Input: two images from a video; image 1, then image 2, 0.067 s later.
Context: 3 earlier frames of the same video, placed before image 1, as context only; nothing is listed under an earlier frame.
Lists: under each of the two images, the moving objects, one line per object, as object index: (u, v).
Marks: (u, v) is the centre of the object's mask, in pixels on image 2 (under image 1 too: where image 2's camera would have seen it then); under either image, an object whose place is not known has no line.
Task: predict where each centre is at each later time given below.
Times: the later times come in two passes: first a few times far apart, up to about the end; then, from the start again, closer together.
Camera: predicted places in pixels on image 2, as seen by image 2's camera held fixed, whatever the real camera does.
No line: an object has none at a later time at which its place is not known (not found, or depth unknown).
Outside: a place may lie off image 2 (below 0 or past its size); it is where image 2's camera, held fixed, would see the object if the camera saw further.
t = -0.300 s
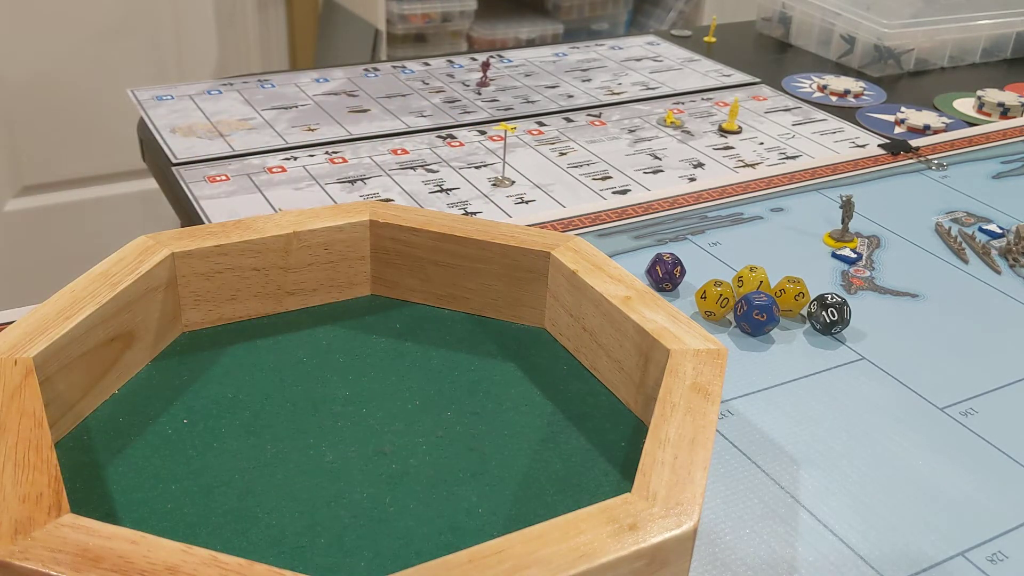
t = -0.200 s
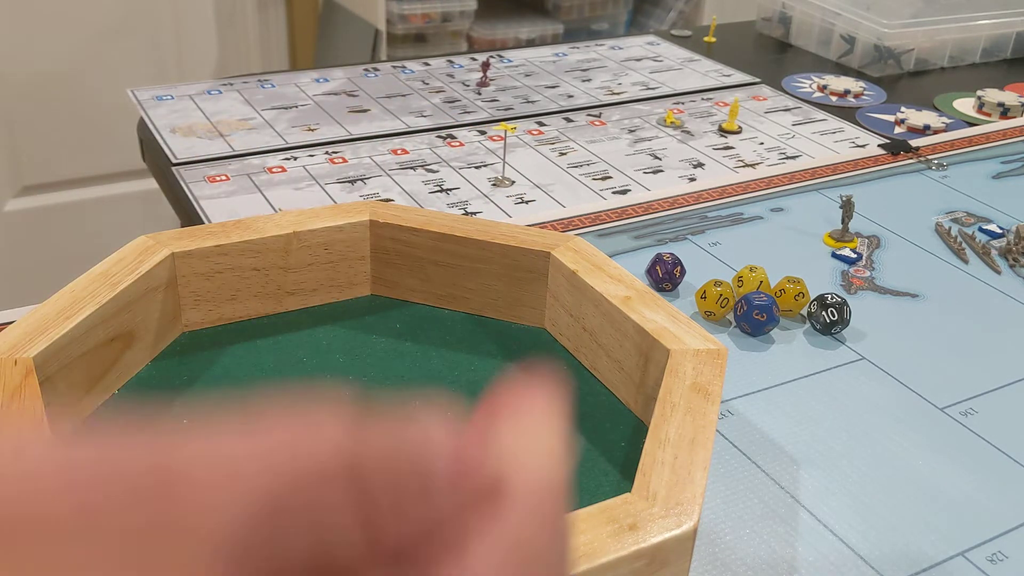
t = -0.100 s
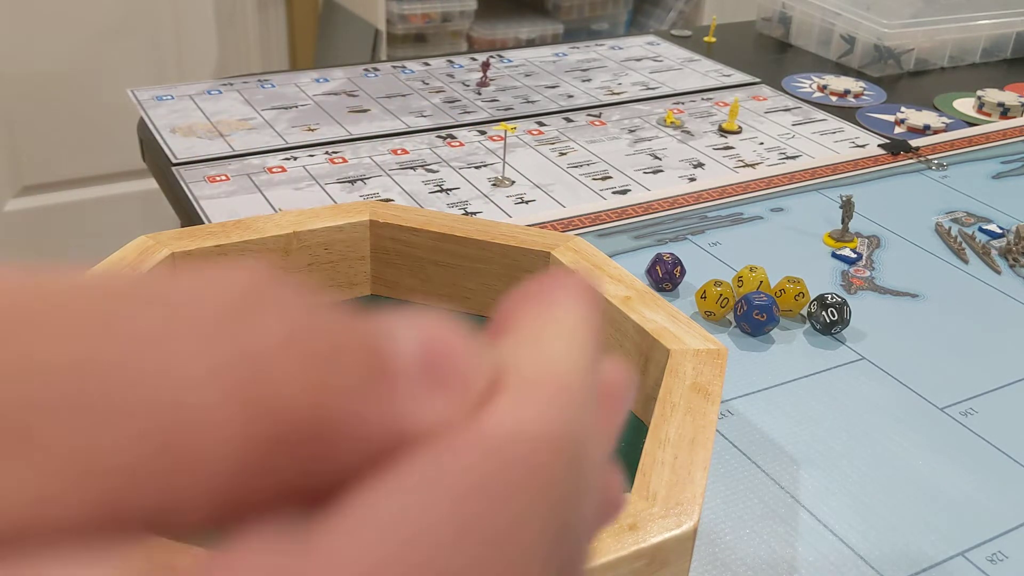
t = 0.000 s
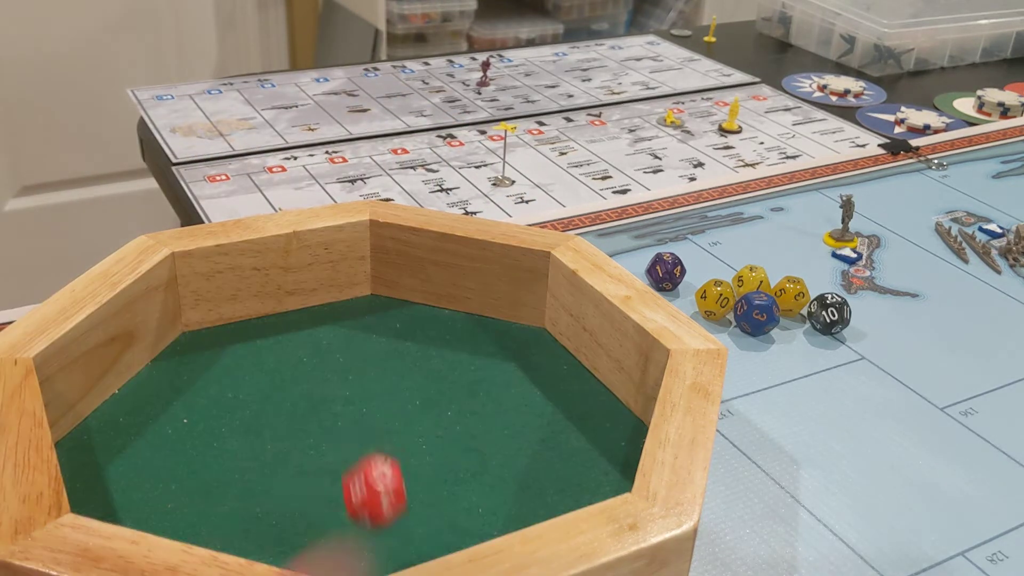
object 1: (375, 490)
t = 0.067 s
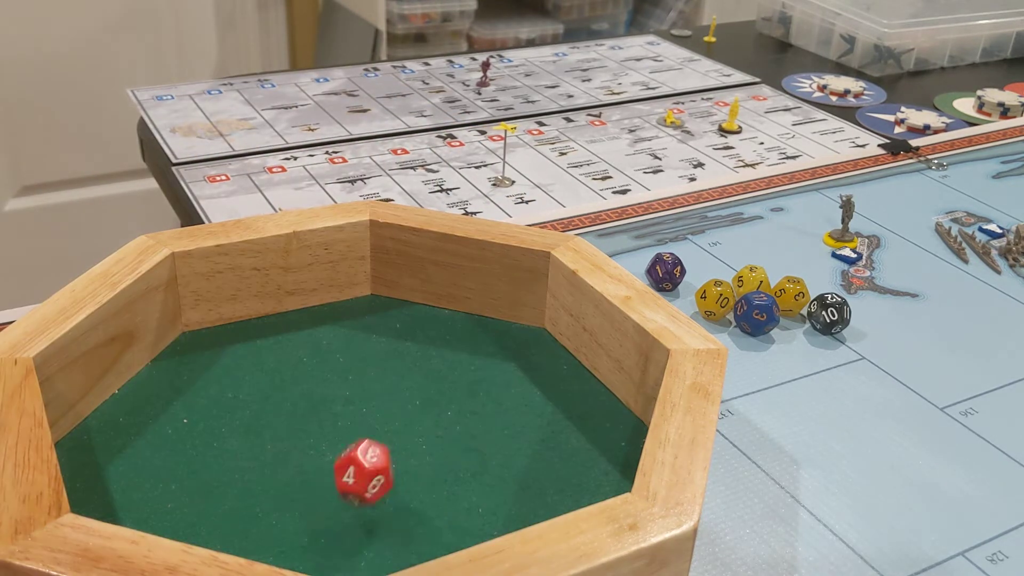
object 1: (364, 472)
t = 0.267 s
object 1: (285, 401)
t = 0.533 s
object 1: (238, 353)
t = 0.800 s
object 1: (235, 363)
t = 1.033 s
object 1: (235, 363)
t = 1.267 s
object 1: (235, 363)
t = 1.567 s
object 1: (235, 363)
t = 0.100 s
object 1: (355, 465)
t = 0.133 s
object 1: (342, 451)
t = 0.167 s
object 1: (326, 431)
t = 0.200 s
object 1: (312, 424)
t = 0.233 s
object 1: (297, 412)
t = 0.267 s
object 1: (285, 401)
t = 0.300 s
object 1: (277, 388)
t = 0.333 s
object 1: (267, 379)
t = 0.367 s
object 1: (258, 371)
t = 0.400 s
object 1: (250, 366)
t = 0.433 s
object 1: (244, 363)
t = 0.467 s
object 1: (239, 361)
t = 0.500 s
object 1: (237, 356)
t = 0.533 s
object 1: (238, 353)
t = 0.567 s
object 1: (238, 354)
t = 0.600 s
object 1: (239, 356)
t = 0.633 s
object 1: (238, 360)
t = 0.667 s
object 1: (233, 362)
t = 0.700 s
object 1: (230, 362)
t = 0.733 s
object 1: (232, 362)
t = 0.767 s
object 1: (236, 363)
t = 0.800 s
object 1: (235, 363)
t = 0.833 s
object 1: (234, 363)
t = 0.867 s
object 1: (235, 363)
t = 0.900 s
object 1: (235, 363)
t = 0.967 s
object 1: (235, 363)
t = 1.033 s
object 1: (235, 363)
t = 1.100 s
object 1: (235, 363)
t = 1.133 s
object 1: (235, 363)
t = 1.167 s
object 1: (235, 363)
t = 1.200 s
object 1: (235, 363)
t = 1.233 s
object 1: (235, 363)
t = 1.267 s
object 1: (235, 363)
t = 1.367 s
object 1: (235, 363)
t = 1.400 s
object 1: (235, 363)
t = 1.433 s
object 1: (235, 363)
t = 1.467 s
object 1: (235, 363)
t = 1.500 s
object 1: (235, 363)
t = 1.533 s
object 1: (235, 363)
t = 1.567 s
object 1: (235, 363)
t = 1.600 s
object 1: (235, 363)
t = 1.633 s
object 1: (235, 363)
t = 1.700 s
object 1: (235, 363)
